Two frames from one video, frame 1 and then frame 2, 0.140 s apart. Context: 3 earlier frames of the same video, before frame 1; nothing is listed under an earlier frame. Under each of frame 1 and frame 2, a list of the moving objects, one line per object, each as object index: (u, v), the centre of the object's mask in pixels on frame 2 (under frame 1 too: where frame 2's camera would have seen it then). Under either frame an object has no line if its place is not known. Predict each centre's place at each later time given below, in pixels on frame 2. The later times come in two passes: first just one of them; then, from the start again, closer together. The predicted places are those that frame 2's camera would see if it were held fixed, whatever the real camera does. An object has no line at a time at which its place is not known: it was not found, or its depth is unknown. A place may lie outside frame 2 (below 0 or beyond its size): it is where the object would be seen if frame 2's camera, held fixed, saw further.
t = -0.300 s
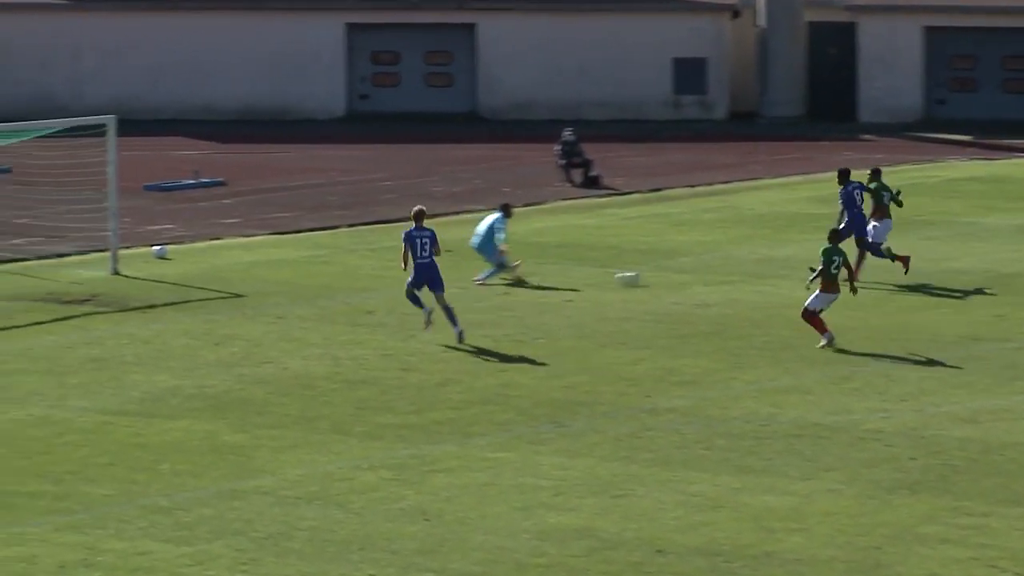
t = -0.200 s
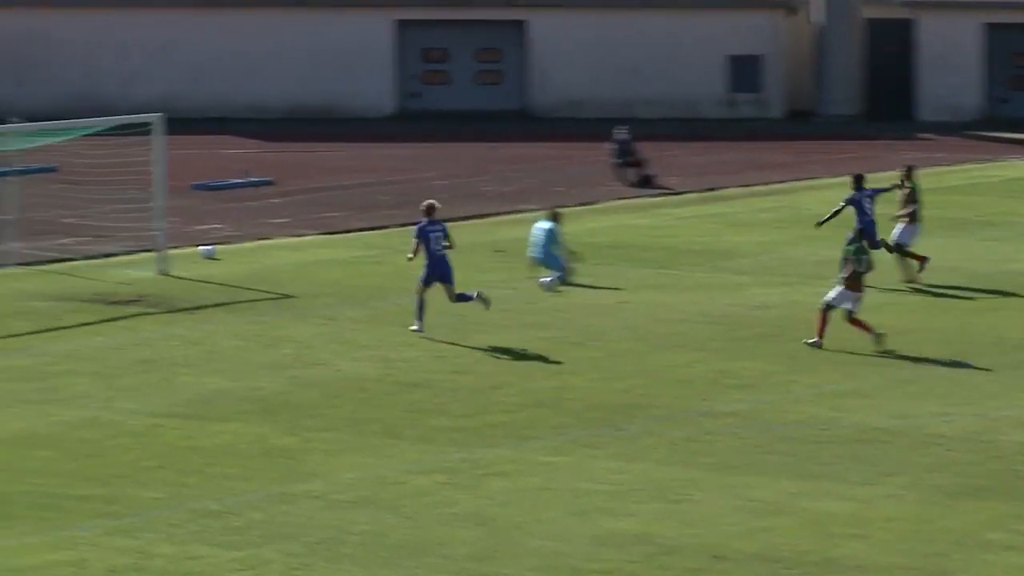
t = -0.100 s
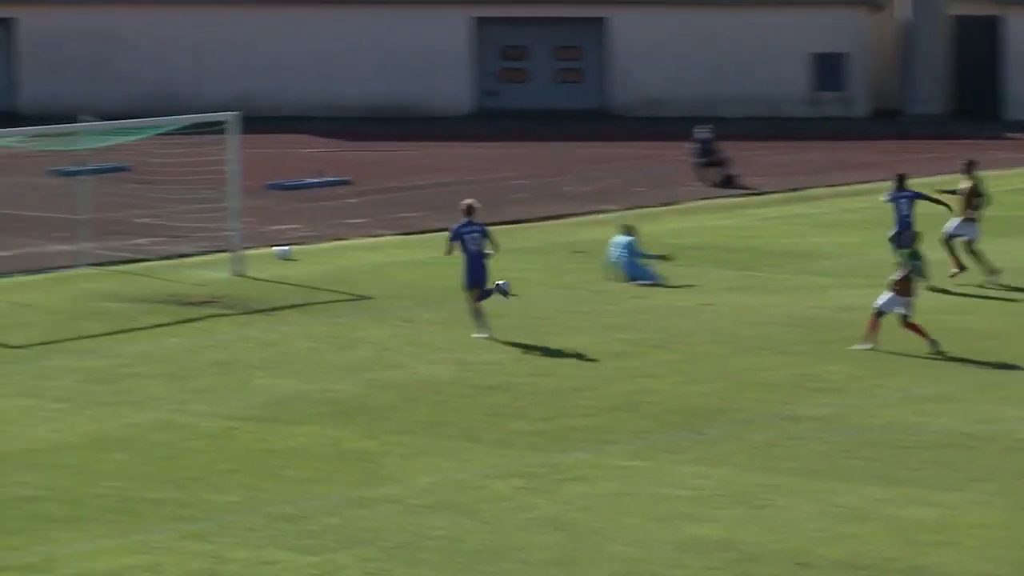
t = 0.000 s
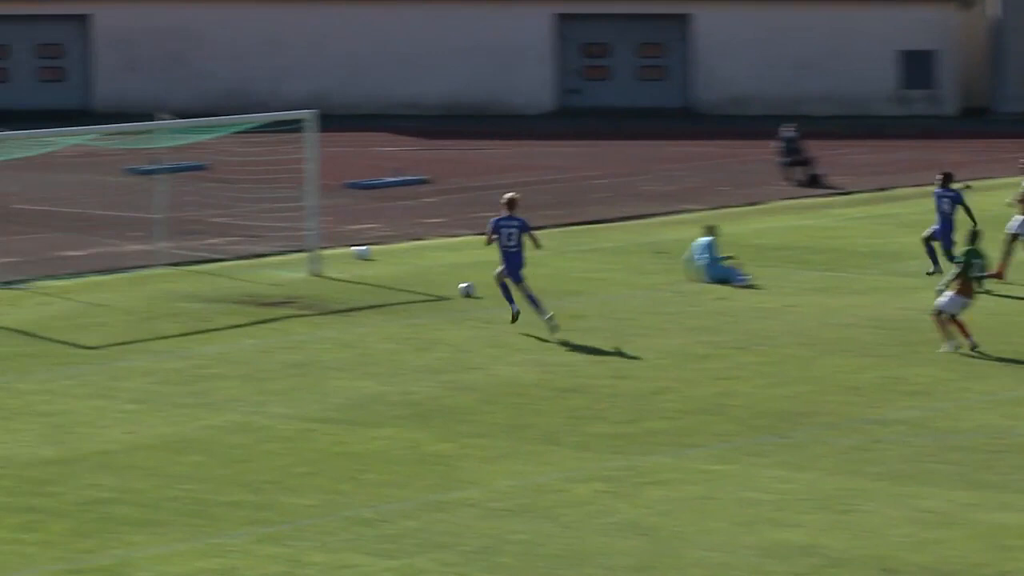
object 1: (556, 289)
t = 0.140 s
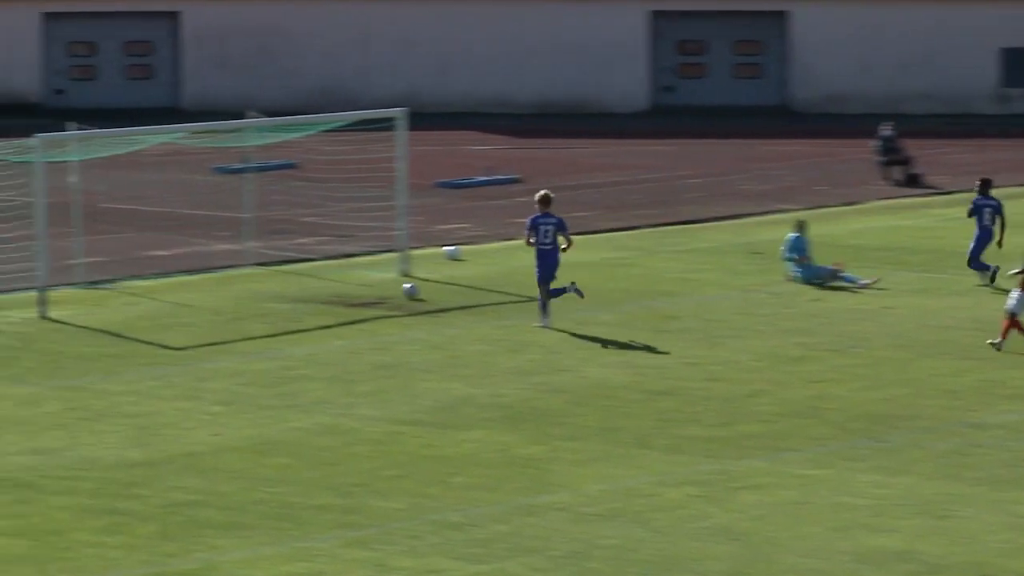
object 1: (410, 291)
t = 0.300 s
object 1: (258, 297)
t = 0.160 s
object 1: (391, 290)
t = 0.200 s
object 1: (352, 290)
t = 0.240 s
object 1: (314, 291)
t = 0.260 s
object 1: (295, 293)
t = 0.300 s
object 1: (258, 297)
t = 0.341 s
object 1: (223, 298)
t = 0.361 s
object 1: (205, 298)
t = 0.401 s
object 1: (172, 299)
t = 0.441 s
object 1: (139, 301)
